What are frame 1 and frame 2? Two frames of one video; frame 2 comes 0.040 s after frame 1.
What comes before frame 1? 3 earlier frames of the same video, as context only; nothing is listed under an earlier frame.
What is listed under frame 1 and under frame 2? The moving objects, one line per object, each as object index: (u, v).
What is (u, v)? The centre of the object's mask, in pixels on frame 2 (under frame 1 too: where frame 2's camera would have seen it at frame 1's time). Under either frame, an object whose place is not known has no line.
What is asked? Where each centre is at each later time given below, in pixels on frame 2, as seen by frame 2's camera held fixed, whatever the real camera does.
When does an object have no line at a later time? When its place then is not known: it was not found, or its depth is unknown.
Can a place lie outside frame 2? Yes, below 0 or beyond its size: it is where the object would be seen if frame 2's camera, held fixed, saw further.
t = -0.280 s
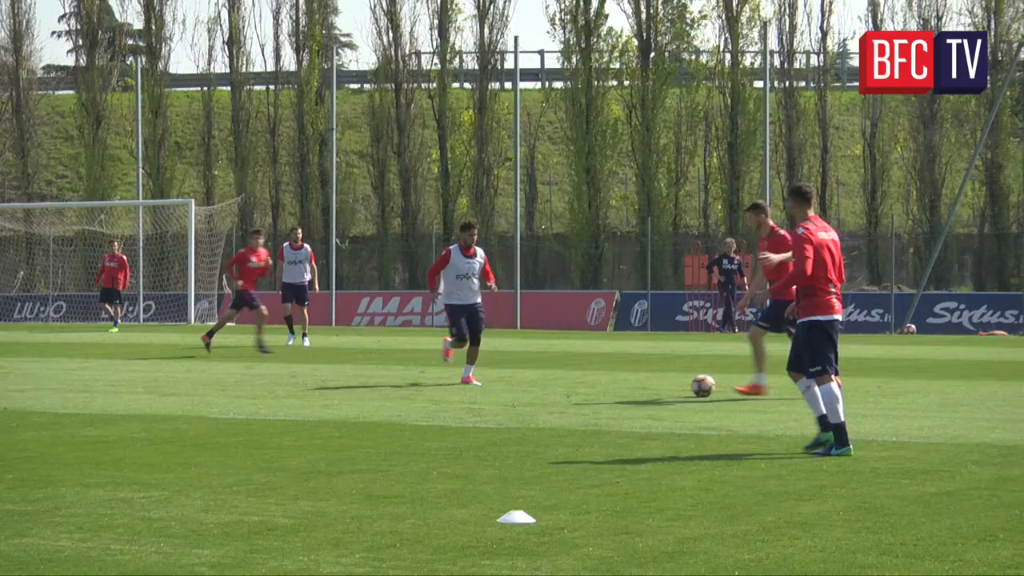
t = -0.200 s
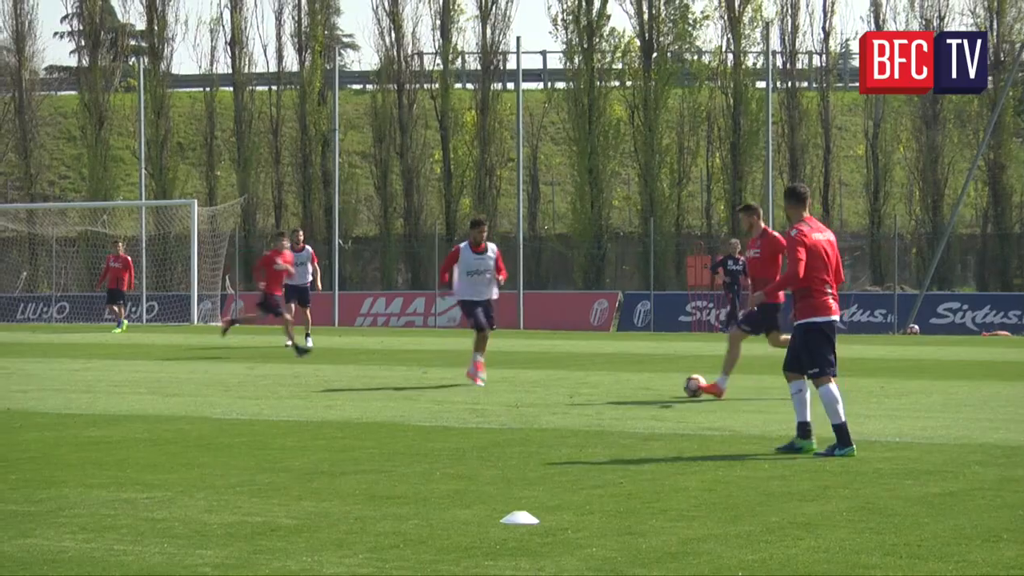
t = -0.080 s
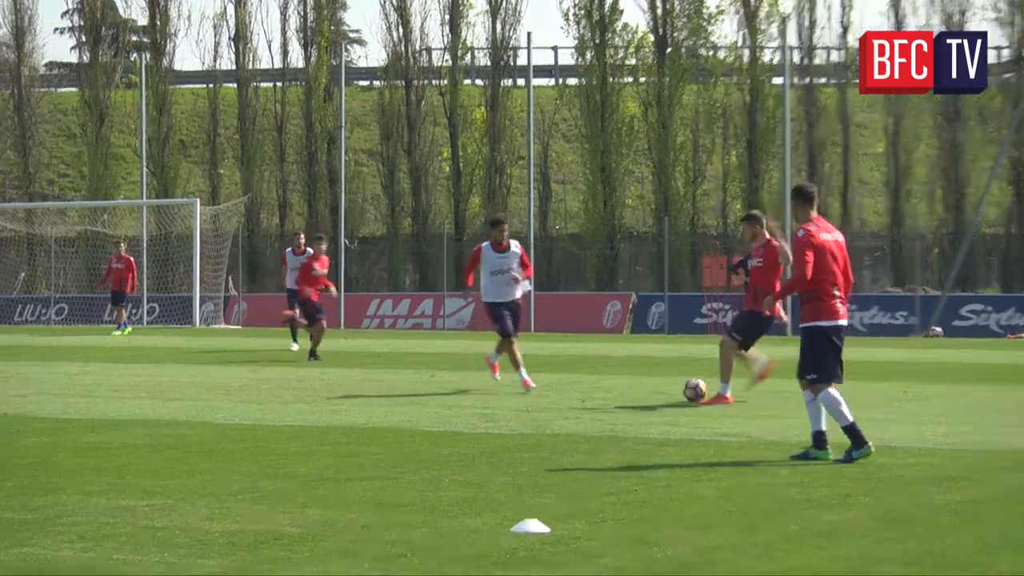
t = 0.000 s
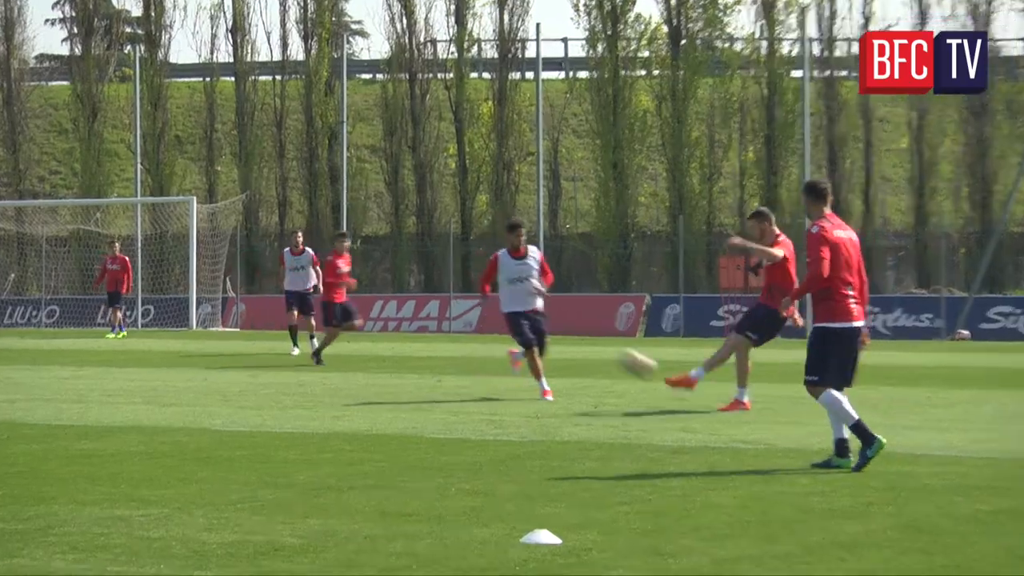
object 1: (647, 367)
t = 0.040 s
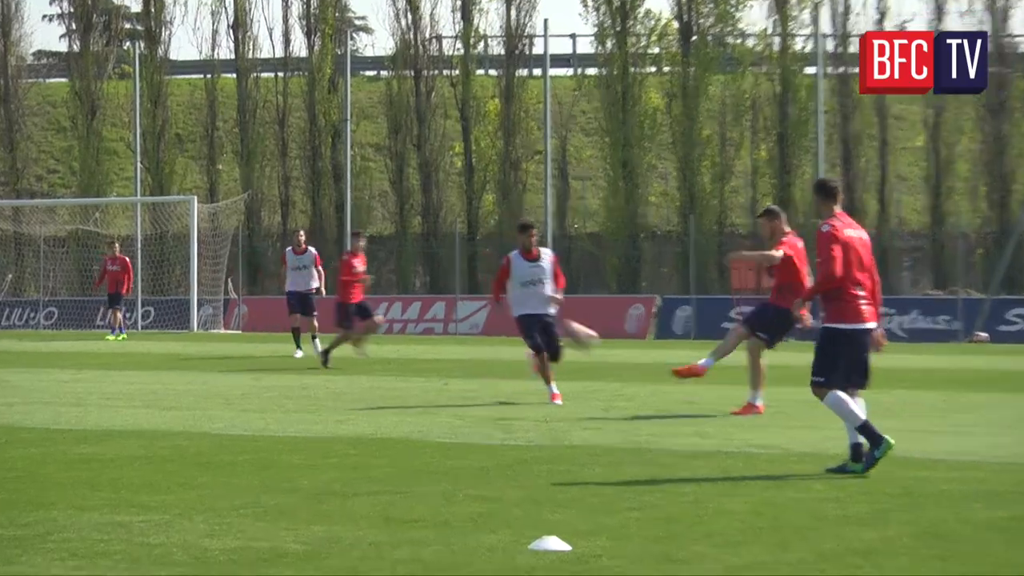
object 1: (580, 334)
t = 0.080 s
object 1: (510, 304)
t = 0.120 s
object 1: (441, 275)
